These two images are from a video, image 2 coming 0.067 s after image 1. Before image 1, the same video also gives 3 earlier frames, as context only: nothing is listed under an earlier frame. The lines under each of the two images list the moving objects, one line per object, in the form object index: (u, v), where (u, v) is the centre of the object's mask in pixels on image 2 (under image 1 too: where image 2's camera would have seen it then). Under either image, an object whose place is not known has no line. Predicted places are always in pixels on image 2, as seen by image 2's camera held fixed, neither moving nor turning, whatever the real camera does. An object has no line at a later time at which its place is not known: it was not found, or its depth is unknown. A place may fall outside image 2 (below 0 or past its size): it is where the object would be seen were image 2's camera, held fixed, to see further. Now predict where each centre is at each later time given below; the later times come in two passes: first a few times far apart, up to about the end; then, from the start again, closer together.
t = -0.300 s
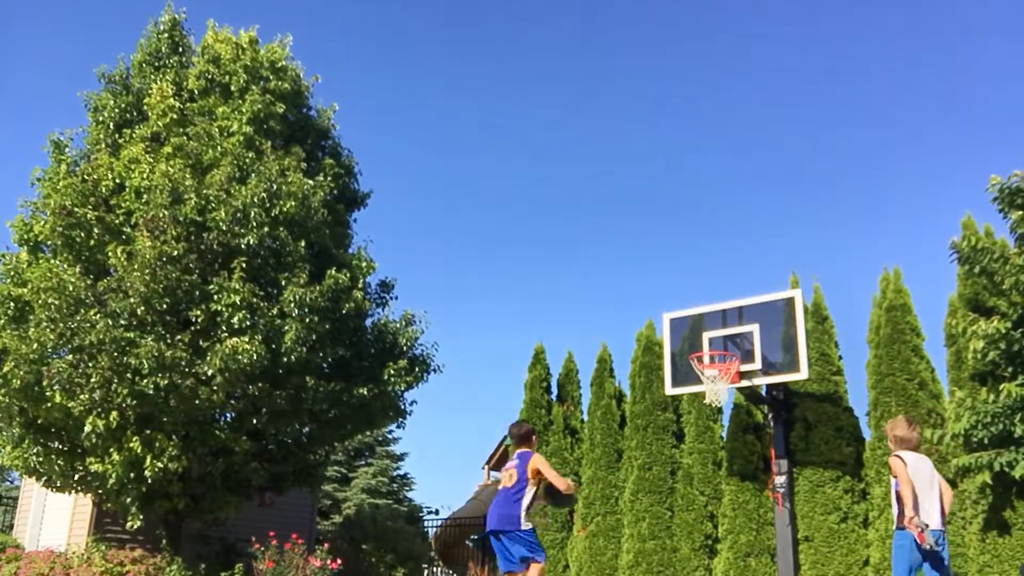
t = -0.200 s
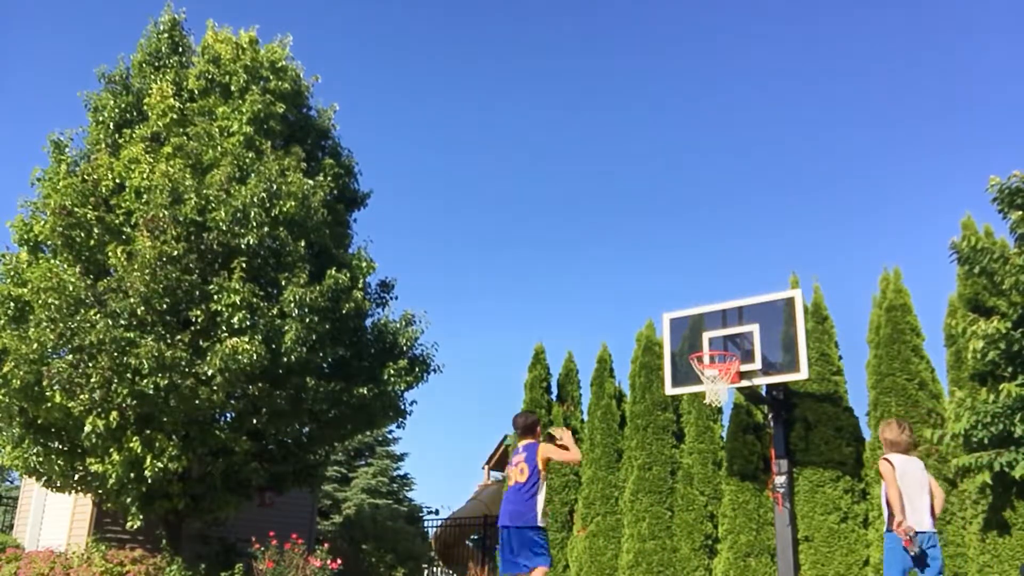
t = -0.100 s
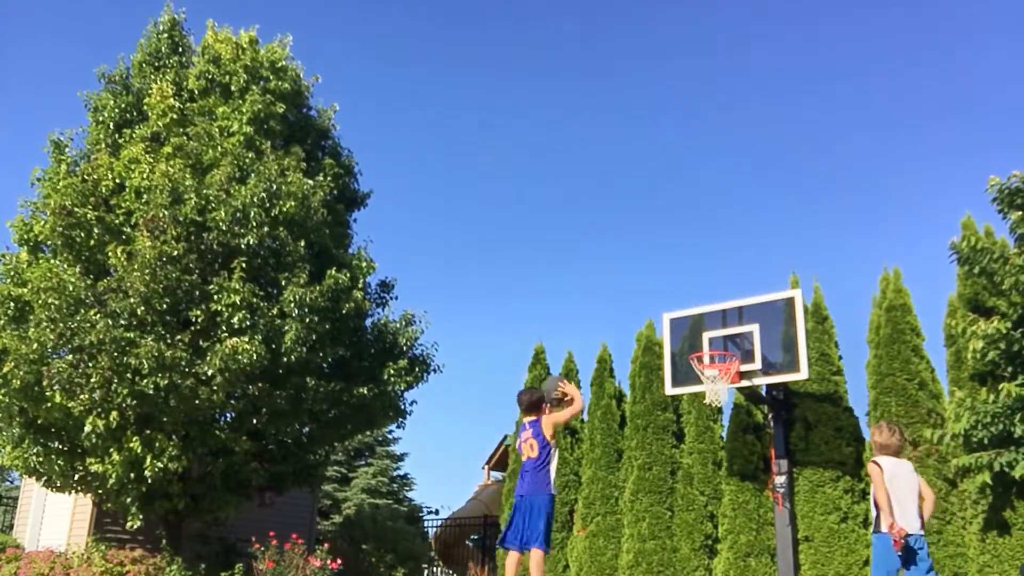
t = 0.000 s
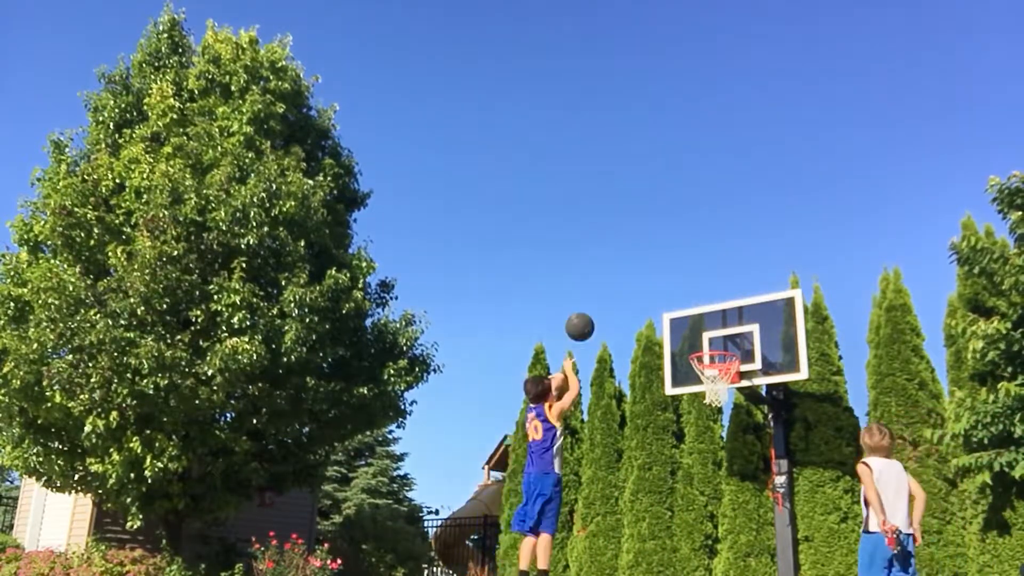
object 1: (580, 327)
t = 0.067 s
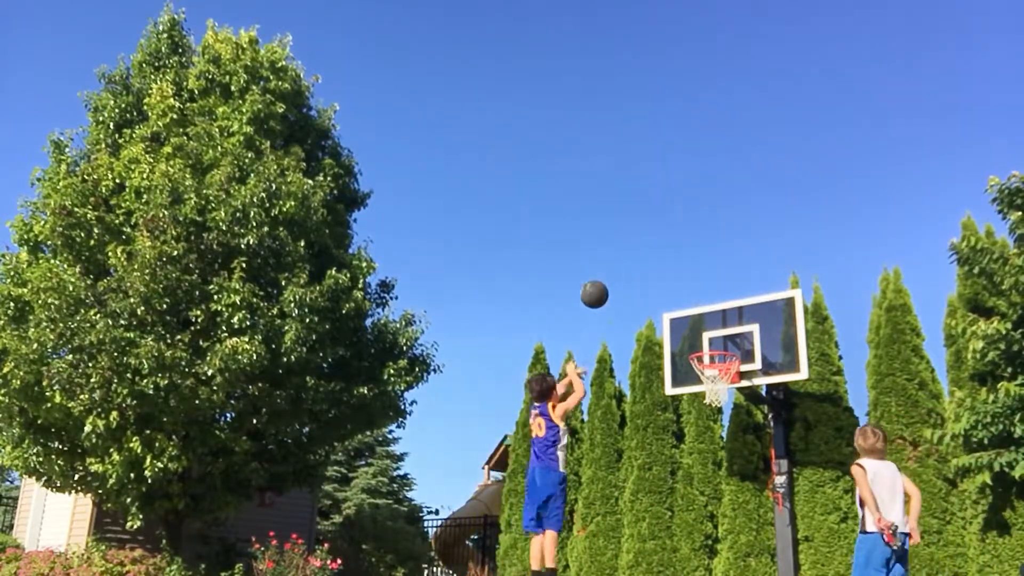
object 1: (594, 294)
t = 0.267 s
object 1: (632, 239)
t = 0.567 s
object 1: (681, 241)
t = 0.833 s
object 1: (721, 309)
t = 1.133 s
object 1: (709, 303)
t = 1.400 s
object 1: (677, 294)
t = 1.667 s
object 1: (648, 345)
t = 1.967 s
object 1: (621, 475)
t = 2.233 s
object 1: (598, 571)
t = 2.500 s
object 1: (583, 463)
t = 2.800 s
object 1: (570, 426)
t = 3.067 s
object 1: (558, 453)
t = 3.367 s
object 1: (545, 555)
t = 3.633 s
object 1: (538, 554)
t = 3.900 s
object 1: (537, 511)
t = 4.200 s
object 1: (535, 534)
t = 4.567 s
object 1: (528, 572)
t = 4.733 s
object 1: (528, 553)
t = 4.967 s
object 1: (519, 552)
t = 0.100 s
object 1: (601, 281)
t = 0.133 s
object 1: (608, 270)
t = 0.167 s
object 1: (614, 260)
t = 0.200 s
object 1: (620, 251)
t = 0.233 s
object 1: (627, 245)
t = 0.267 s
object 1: (632, 239)
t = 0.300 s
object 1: (638, 234)
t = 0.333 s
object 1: (644, 231)
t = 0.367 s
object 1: (649, 229)
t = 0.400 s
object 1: (655, 228)
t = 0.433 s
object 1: (660, 229)
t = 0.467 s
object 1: (665, 230)
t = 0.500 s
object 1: (671, 233)
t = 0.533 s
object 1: (676, 236)
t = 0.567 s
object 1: (681, 241)
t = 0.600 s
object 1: (686, 246)
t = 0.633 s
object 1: (691, 252)
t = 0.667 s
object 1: (696, 260)
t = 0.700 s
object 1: (701, 268)
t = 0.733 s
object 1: (706, 277)
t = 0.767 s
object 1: (711, 287)
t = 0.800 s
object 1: (716, 298)
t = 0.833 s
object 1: (721, 309)
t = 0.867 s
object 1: (725, 323)
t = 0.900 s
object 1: (731, 336)
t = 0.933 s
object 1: (736, 348)
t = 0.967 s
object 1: (732, 342)
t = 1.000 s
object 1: (726, 332)
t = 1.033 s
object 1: (723, 323)
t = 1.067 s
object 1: (717, 316)
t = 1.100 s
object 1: (713, 309)
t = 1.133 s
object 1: (709, 303)
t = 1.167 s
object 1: (705, 298)
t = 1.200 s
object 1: (700, 295)
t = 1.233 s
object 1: (696, 293)
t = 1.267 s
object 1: (693, 291)
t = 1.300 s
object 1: (689, 290)
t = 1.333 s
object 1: (685, 291)
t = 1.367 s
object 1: (681, 292)
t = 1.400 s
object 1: (677, 294)
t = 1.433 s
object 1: (674, 297)
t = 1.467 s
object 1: (670, 301)
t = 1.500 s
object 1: (666, 306)
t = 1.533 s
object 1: (663, 313)
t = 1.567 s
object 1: (659, 319)
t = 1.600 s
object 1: (656, 327)
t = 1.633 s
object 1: (653, 335)
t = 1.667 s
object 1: (648, 345)
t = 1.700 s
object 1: (645, 356)
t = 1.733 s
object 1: (641, 367)
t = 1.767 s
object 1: (639, 379)
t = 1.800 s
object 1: (636, 393)
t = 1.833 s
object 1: (633, 408)
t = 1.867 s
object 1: (629, 422)
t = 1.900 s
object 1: (627, 439)
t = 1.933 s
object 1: (623, 456)
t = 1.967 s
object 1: (621, 475)
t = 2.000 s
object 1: (617, 495)
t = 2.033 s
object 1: (614, 517)
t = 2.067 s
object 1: (610, 538)
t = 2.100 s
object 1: (607, 562)
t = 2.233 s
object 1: (598, 571)
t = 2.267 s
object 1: (597, 557)
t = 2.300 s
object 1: (594, 539)
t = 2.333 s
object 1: (592, 524)
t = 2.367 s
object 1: (592, 509)
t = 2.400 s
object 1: (589, 494)
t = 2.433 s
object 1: (588, 483)
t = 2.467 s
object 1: (585, 473)
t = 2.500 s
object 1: (583, 463)
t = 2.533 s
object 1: (581, 456)
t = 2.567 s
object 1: (580, 449)
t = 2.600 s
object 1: (579, 443)
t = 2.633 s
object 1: (577, 436)
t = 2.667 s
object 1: (575, 433)
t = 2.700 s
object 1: (574, 430)
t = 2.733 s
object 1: (572, 427)
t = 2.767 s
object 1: (572, 426)
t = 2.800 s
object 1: (570, 426)
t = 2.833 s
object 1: (570, 426)
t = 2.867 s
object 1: (568, 427)
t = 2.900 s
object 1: (566, 430)
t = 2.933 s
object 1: (566, 432)
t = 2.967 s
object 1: (563, 435)
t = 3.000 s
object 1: (562, 441)
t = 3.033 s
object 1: (560, 448)
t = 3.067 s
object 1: (558, 453)
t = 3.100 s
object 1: (556, 461)
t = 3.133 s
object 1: (555, 469)
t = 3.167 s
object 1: (554, 478)
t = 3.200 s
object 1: (552, 489)
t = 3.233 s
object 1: (551, 501)
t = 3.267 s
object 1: (550, 513)
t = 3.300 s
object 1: (547, 525)
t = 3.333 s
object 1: (545, 541)
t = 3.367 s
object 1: (545, 555)
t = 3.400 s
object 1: (543, 571)
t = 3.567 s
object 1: (540, 571)
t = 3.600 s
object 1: (539, 563)
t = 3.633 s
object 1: (538, 554)
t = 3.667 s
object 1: (538, 544)
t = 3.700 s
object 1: (538, 537)
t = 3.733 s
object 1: (538, 529)
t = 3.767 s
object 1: (538, 523)
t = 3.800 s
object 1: (538, 520)
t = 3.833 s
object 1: (538, 516)
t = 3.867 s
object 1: (537, 512)
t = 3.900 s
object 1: (537, 511)
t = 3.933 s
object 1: (537, 510)
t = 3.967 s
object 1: (537, 510)
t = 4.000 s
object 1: (537, 510)
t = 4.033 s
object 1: (536, 512)
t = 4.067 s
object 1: (536, 514)
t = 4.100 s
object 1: (536, 519)
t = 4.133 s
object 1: (535, 523)
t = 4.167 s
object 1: (536, 529)
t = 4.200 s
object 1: (535, 534)
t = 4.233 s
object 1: (534, 541)
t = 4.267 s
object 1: (534, 549)
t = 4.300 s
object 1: (533, 558)
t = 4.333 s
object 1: (533, 568)
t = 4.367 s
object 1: (533, 572)
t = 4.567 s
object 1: (528, 572)
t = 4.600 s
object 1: (530, 569)
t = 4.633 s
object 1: (531, 565)
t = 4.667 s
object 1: (529, 560)
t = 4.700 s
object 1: (529, 557)
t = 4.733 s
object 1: (528, 553)
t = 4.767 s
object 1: (526, 550)
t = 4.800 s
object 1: (524, 548)
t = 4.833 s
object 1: (523, 546)
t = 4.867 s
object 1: (522, 547)
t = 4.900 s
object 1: (521, 548)
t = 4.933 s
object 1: (520, 549)
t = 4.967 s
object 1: (519, 552)
